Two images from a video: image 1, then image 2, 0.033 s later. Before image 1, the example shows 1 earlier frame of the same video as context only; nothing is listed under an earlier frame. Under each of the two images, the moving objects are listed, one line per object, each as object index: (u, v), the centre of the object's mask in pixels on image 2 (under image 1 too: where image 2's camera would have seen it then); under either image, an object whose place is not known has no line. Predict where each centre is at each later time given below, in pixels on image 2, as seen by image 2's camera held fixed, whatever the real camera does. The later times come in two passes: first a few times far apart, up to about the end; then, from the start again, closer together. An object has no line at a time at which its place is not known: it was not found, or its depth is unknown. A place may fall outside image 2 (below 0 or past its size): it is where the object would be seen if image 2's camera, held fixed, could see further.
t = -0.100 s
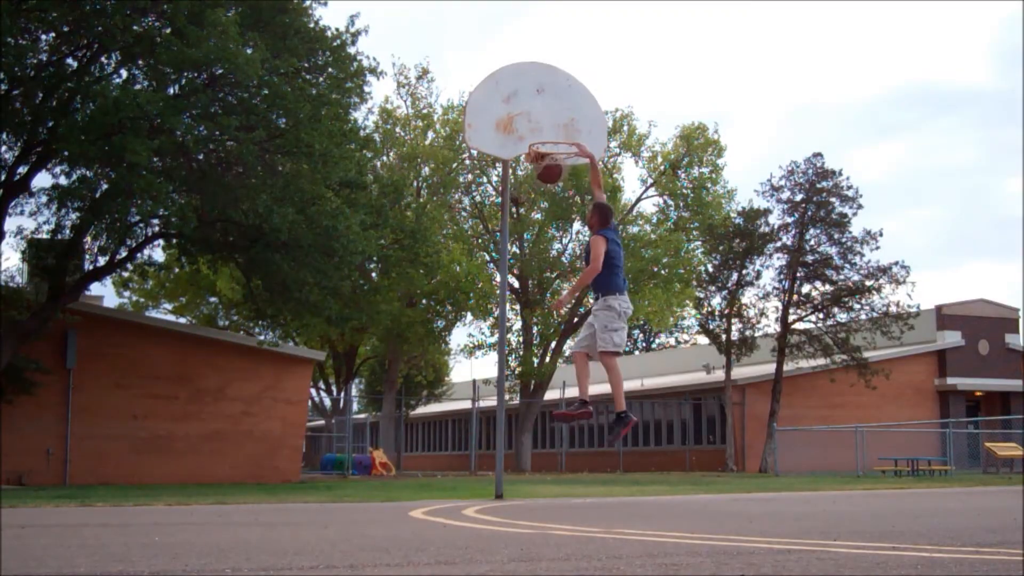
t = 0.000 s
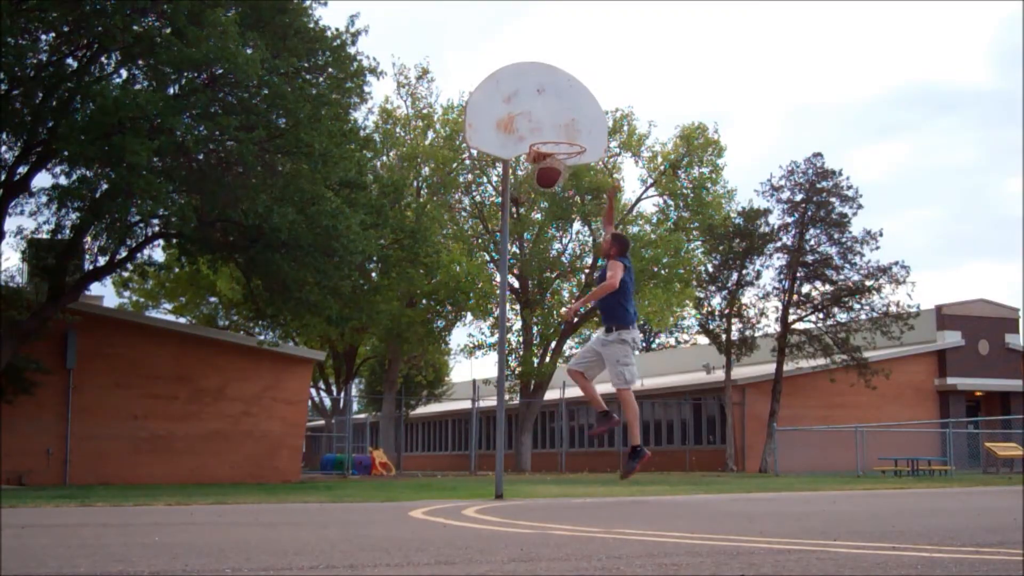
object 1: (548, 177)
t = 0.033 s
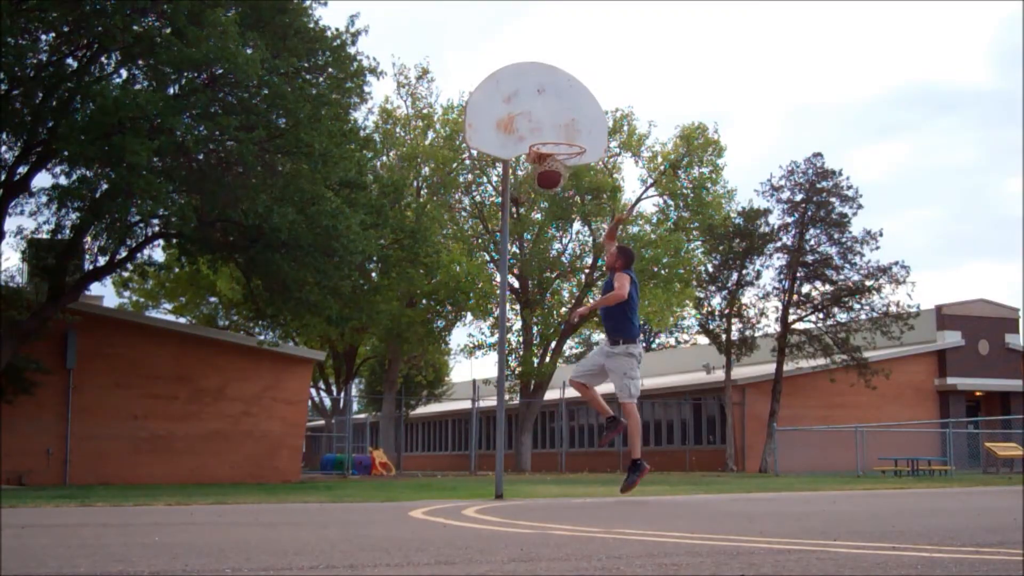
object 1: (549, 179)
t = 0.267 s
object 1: (559, 213)
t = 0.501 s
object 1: (576, 314)
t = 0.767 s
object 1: (596, 468)
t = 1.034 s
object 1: (605, 338)
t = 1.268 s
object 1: (615, 296)
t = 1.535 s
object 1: (629, 331)
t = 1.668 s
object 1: (638, 385)
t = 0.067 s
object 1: (550, 183)
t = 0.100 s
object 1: (552, 187)
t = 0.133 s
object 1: (553, 190)
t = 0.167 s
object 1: (554, 193)
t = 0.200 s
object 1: (555, 196)
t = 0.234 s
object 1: (557, 204)
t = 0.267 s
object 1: (559, 213)
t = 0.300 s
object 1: (562, 223)
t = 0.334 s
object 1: (564, 234)
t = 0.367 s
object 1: (566, 248)
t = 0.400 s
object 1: (568, 262)
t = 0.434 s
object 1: (571, 278)
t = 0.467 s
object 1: (573, 295)
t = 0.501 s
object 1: (576, 314)
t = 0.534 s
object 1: (578, 334)
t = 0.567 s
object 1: (581, 356)
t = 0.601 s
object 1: (583, 380)
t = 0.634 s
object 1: (586, 405)
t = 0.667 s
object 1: (589, 431)
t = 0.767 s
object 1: (596, 468)
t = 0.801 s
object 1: (597, 447)
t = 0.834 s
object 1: (598, 427)
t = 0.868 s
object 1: (599, 409)
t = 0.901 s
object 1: (600, 393)
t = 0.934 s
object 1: (601, 377)
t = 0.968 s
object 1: (602, 362)
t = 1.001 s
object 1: (603, 350)
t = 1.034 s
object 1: (605, 338)
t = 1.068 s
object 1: (607, 328)
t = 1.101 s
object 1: (608, 319)
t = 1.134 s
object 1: (609, 312)
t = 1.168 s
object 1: (611, 306)
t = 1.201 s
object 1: (612, 301)
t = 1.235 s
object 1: (614, 298)
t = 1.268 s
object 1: (615, 296)
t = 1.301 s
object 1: (617, 295)
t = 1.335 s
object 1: (618, 296)
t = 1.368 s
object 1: (619, 298)
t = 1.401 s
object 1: (621, 302)
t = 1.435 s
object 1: (624, 307)
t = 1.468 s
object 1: (626, 314)
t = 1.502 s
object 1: (627, 322)
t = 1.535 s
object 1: (629, 331)
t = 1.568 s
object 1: (632, 342)
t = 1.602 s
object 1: (633, 355)
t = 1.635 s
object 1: (636, 369)
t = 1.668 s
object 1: (638, 385)
